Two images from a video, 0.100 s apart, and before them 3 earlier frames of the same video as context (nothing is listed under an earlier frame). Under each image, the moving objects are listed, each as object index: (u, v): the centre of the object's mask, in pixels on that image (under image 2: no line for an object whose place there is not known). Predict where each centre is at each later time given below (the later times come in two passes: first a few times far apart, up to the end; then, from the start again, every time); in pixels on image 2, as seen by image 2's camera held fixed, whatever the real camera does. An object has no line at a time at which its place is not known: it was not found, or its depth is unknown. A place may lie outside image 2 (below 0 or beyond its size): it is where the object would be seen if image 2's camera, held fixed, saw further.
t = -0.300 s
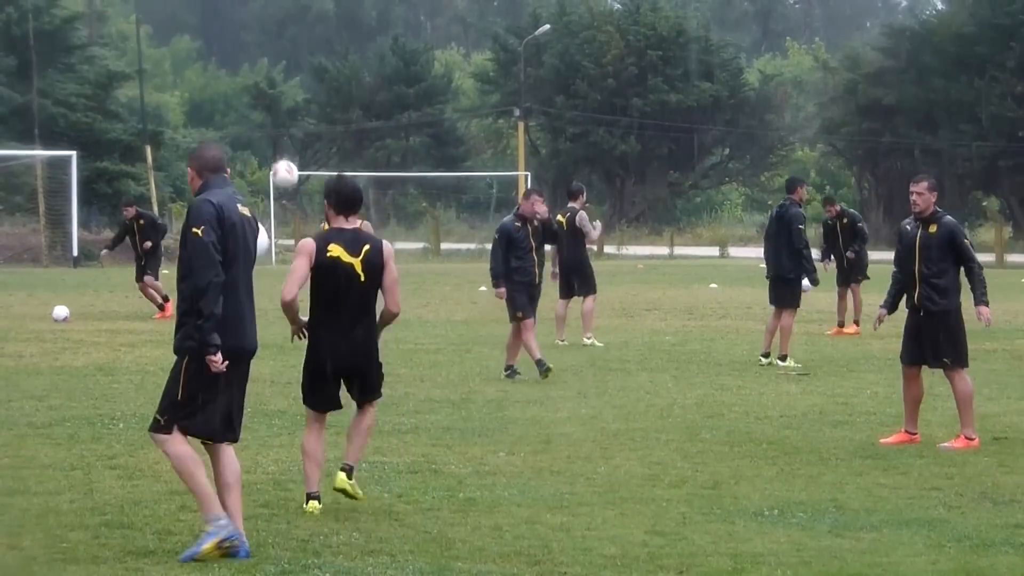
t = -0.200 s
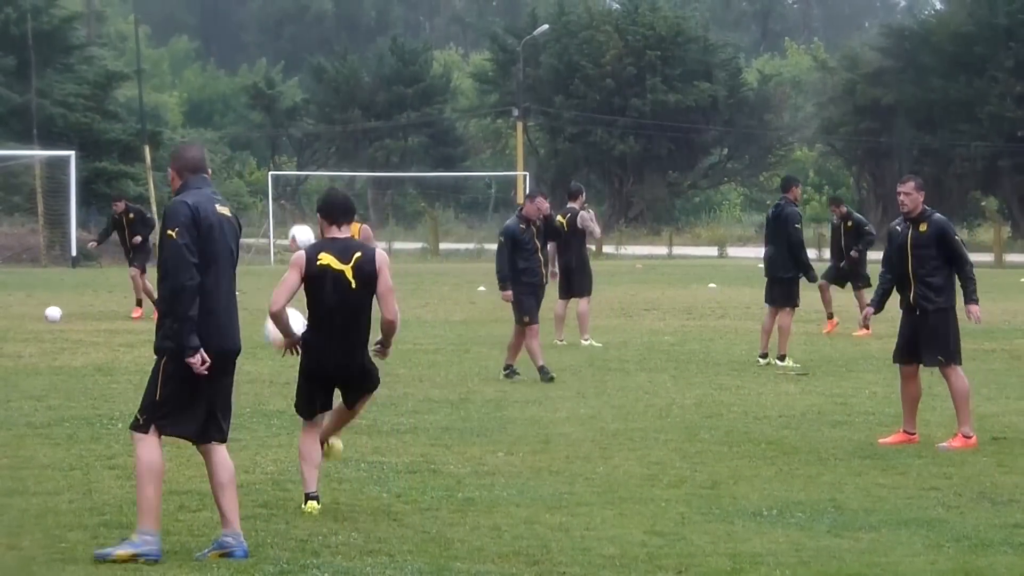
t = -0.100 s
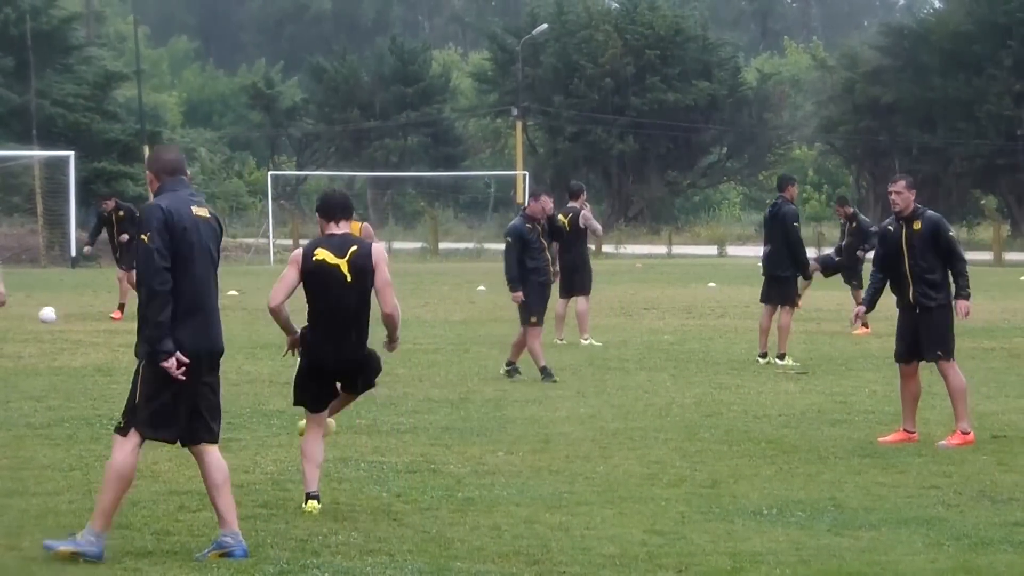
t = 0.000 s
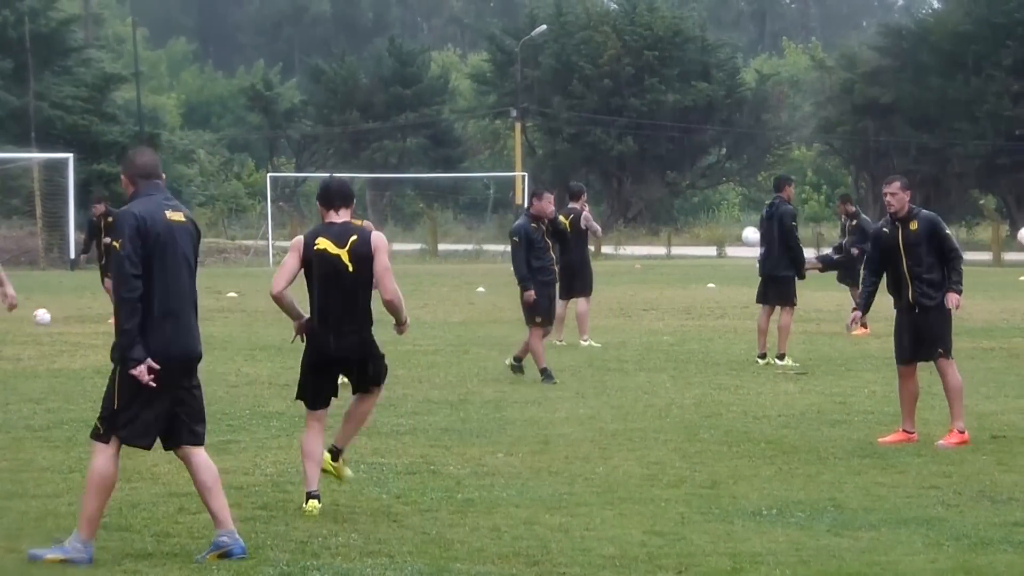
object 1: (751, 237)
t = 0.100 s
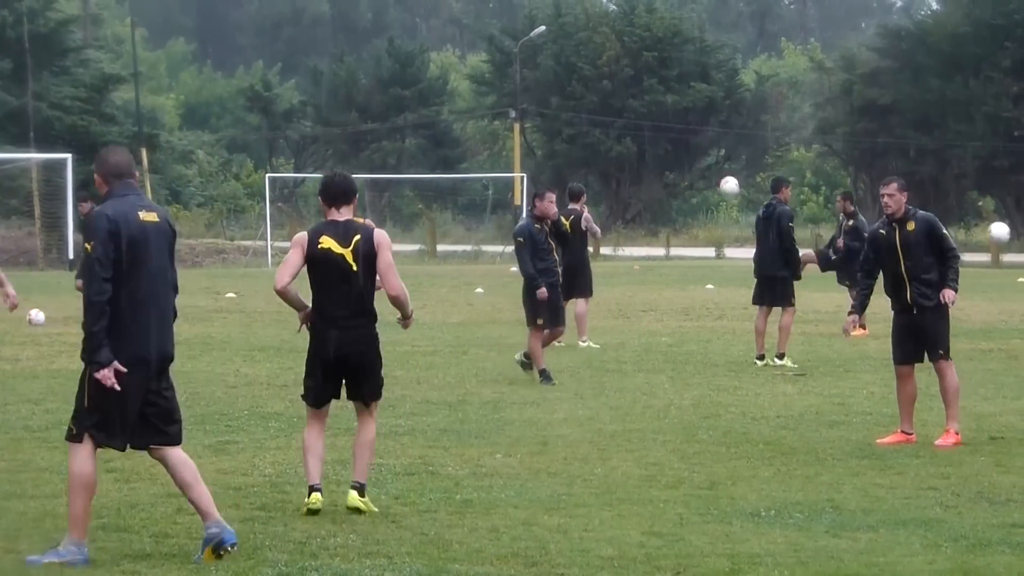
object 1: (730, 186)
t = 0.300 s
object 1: (689, 109)
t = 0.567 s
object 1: (636, 59)
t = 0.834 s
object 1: (582, 67)
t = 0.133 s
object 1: (723, 171)
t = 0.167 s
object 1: (716, 157)
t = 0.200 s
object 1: (710, 144)
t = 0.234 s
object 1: (703, 131)
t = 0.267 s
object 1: (696, 120)
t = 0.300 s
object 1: (689, 109)
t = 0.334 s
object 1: (682, 100)
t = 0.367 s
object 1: (676, 90)
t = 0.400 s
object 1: (669, 83)
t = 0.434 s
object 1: (663, 77)
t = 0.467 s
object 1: (656, 71)
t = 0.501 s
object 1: (649, 66)
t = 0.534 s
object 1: (643, 62)
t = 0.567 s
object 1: (636, 59)
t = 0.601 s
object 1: (629, 57)
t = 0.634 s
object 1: (623, 56)
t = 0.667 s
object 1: (616, 55)
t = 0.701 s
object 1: (609, 56)
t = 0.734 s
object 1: (603, 57)
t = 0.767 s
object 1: (596, 59)
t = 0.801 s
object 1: (589, 63)
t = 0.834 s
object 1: (582, 67)
